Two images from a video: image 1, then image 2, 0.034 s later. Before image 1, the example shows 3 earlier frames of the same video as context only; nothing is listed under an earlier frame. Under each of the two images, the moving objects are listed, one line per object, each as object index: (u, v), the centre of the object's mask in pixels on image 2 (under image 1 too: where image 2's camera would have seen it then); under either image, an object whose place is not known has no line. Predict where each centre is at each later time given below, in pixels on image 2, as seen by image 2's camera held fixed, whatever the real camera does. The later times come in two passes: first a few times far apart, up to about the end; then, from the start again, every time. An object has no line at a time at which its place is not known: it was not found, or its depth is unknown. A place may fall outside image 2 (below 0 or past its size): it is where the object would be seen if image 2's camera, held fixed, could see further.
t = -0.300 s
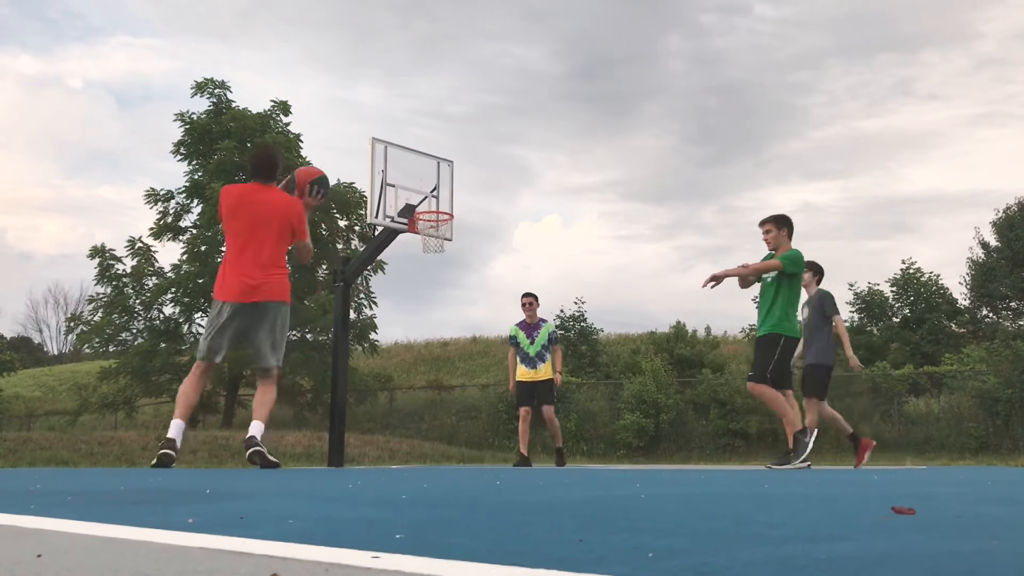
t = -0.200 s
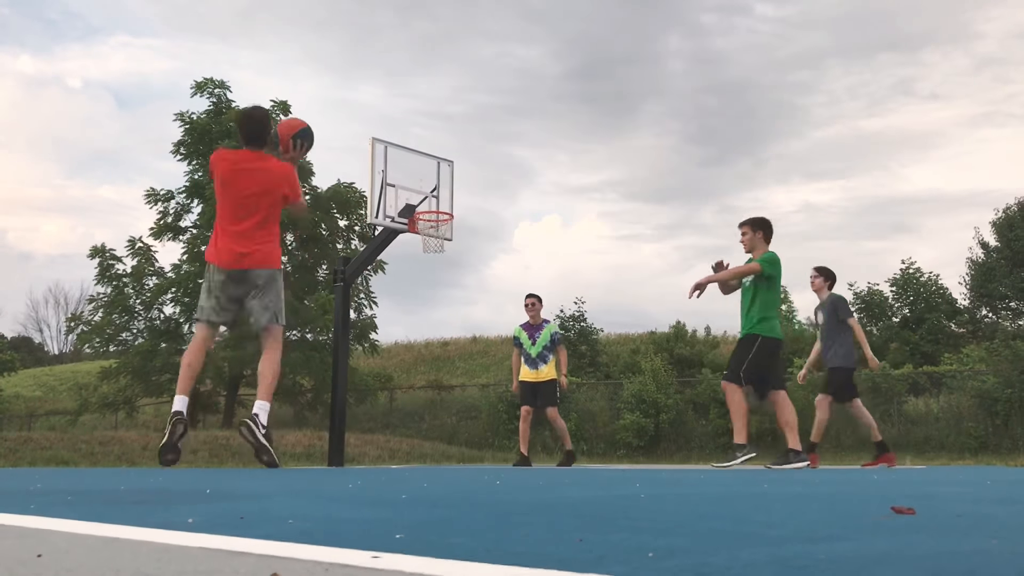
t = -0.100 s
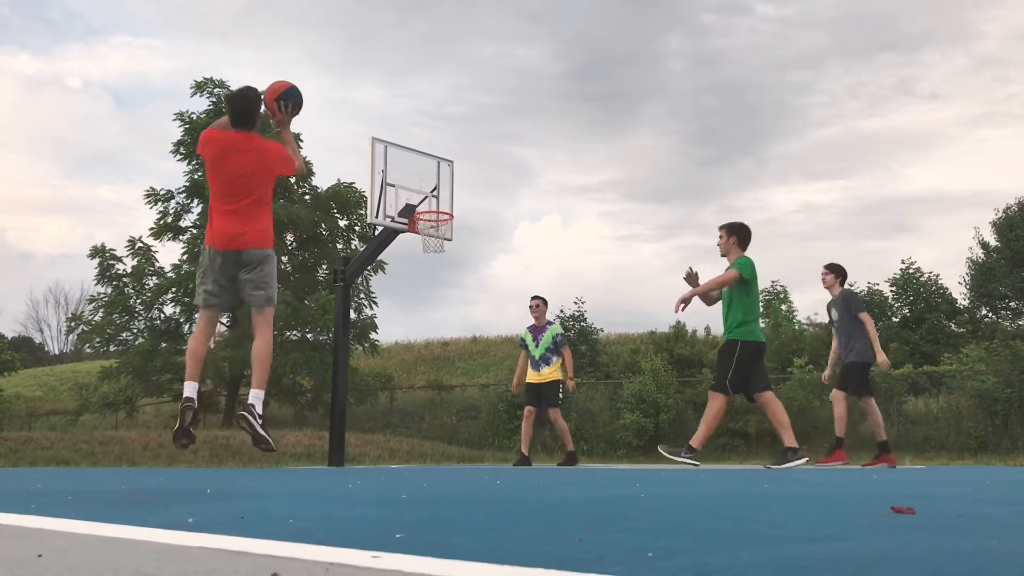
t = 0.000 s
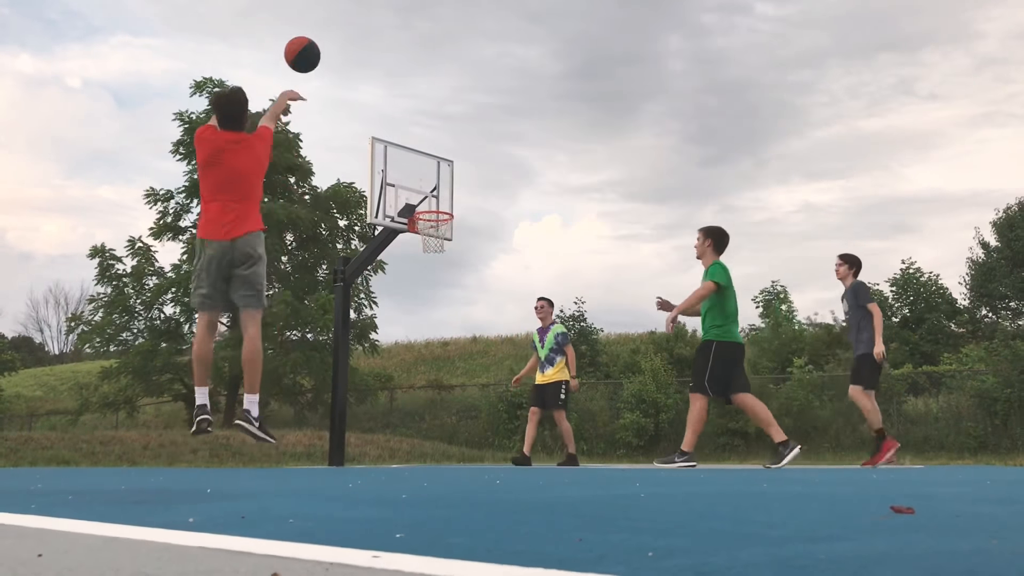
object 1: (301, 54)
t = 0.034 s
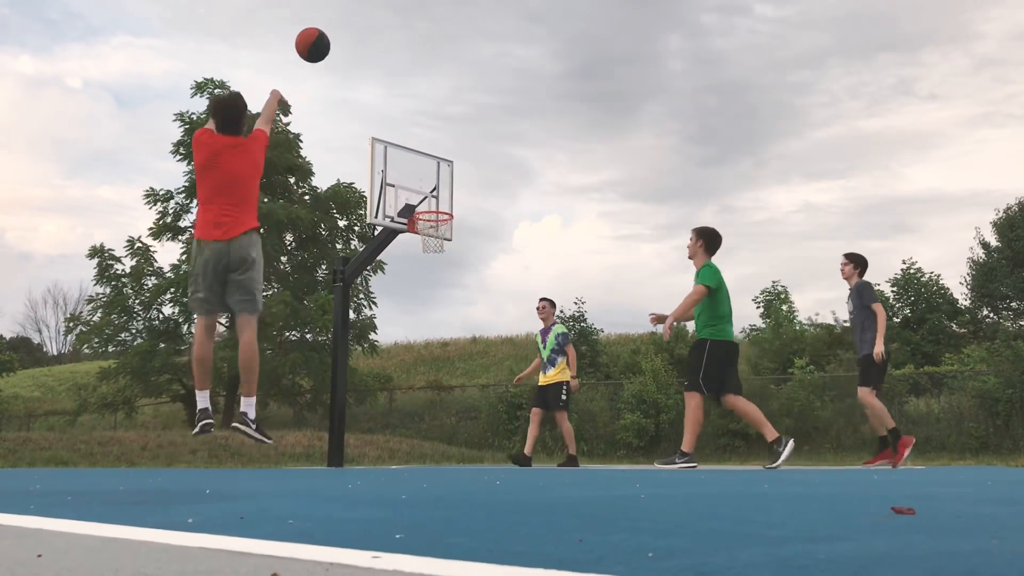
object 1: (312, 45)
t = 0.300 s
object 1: (369, 20)
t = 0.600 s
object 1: (409, 80)
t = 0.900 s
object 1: (435, 190)
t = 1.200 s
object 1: (441, 237)
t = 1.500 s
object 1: (458, 273)
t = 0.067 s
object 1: (320, 35)
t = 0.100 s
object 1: (328, 28)
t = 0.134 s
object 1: (337, 25)
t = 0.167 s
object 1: (344, 21)
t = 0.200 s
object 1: (350, 18)
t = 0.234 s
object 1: (358, 19)
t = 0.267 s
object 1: (364, 20)
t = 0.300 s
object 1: (369, 20)
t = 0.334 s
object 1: (375, 24)
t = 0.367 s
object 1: (380, 29)
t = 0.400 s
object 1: (384, 33)
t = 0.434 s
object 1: (389, 39)
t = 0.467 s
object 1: (394, 47)
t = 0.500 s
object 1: (397, 53)
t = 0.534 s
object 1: (401, 61)
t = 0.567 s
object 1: (406, 71)
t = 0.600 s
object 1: (409, 80)
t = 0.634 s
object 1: (412, 89)
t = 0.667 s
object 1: (416, 101)
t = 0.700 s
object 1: (419, 112)
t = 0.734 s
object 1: (421, 123)
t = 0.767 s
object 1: (425, 137)
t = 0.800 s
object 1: (427, 149)
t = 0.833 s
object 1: (430, 162)
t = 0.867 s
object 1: (432, 176)
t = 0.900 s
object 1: (435, 190)
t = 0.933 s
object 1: (437, 204)
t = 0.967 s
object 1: (439, 219)
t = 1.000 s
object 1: (429, 223)
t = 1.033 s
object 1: (424, 225)
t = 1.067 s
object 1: (427, 231)
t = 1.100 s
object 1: (430, 233)
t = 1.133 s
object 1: (433, 234)
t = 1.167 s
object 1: (438, 235)
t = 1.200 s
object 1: (441, 237)
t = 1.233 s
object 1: (444, 239)
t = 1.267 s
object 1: (446, 240)
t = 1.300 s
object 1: (448, 242)
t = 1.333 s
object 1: (449, 245)
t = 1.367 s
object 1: (451, 249)
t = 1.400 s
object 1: (453, 254)
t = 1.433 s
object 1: (454, 259)
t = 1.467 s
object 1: (456, 266)
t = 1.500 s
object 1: (458, 273)
